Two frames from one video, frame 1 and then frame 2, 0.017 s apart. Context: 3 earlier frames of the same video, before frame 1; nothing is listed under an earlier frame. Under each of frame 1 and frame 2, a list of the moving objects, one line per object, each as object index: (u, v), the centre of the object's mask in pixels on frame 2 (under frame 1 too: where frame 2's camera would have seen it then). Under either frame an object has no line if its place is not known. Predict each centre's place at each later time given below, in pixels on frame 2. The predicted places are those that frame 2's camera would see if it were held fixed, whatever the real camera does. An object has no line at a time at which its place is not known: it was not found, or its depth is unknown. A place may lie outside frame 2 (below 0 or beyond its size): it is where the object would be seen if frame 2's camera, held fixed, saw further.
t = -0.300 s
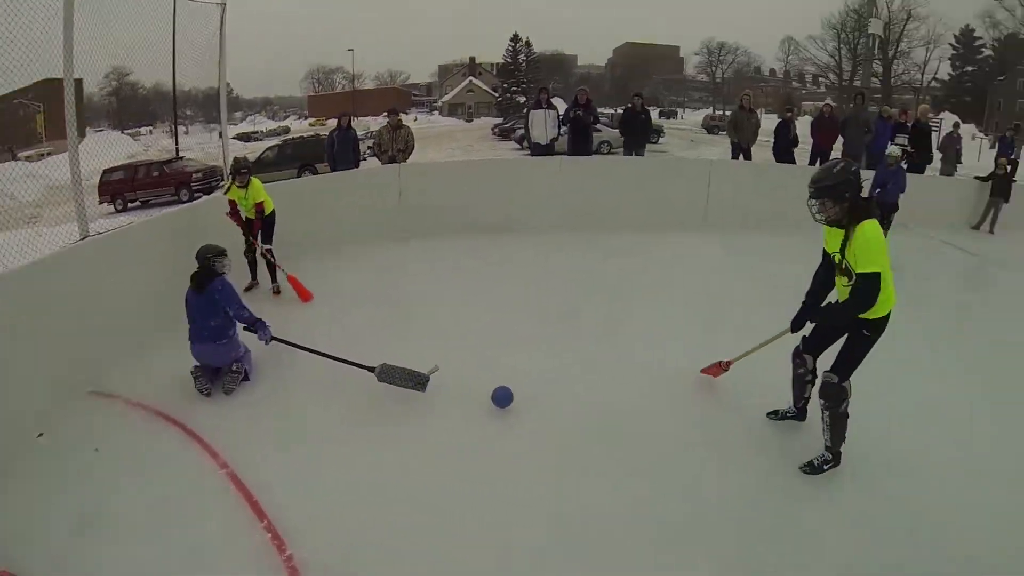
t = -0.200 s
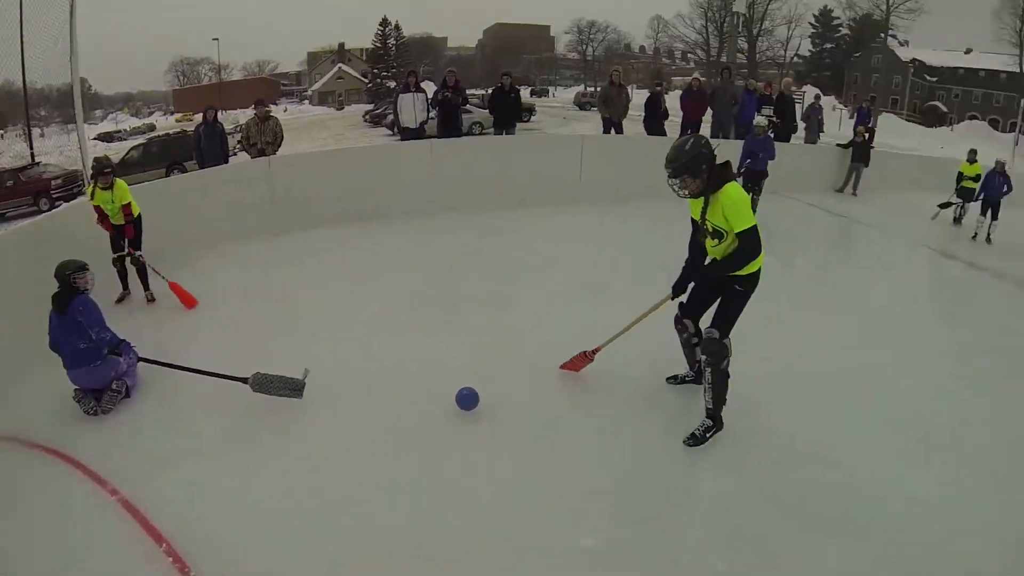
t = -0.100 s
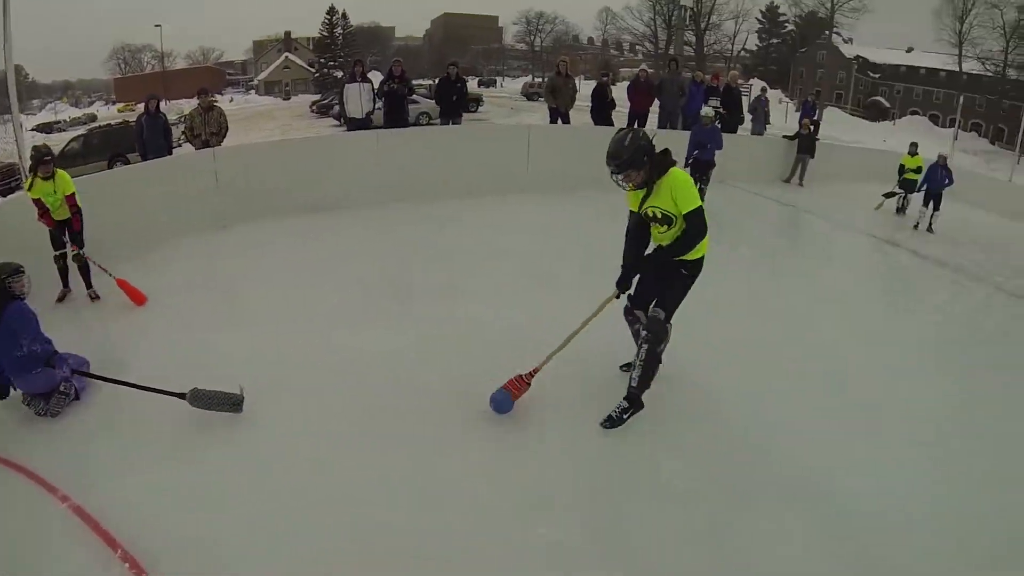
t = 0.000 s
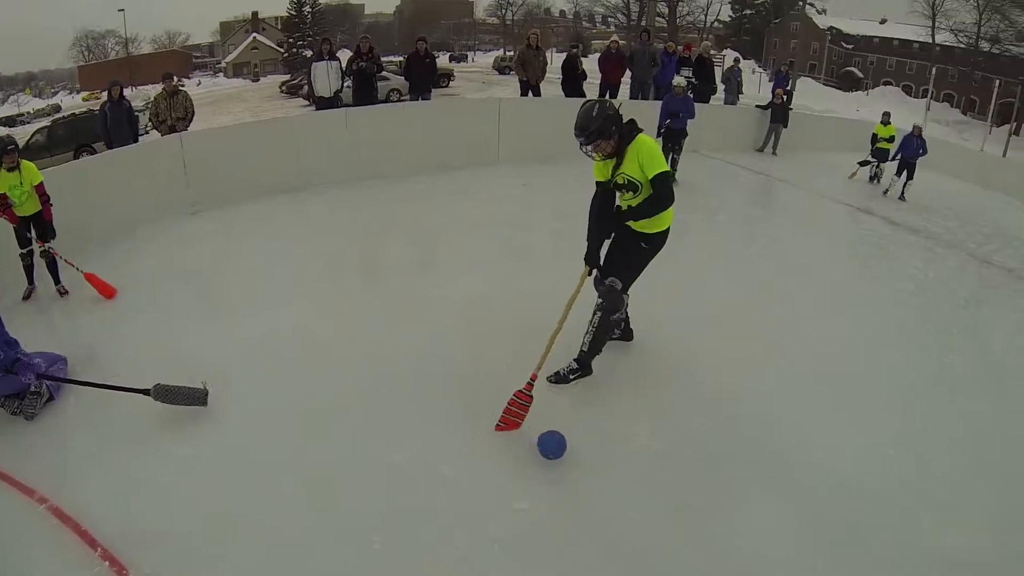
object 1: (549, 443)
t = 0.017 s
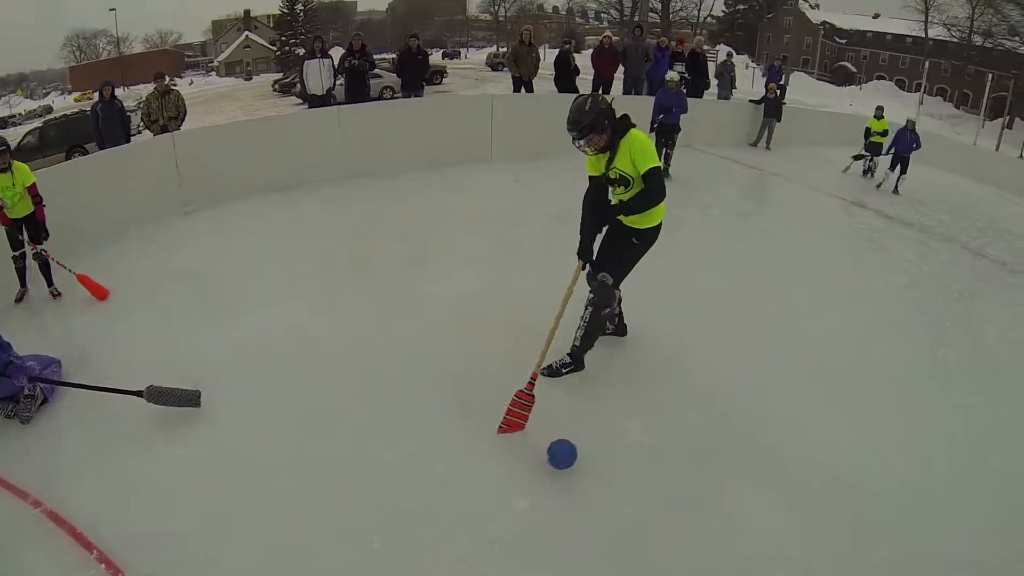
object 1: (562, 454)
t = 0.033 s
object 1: (572, 466)
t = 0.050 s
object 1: (585, 476)
